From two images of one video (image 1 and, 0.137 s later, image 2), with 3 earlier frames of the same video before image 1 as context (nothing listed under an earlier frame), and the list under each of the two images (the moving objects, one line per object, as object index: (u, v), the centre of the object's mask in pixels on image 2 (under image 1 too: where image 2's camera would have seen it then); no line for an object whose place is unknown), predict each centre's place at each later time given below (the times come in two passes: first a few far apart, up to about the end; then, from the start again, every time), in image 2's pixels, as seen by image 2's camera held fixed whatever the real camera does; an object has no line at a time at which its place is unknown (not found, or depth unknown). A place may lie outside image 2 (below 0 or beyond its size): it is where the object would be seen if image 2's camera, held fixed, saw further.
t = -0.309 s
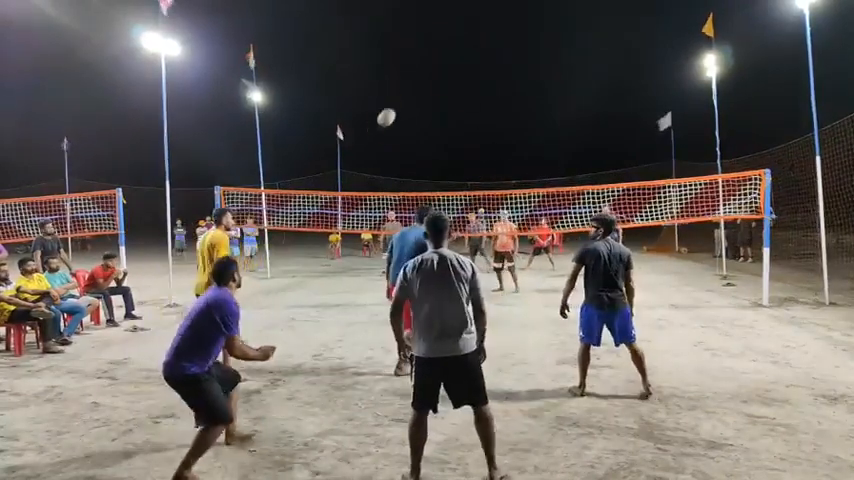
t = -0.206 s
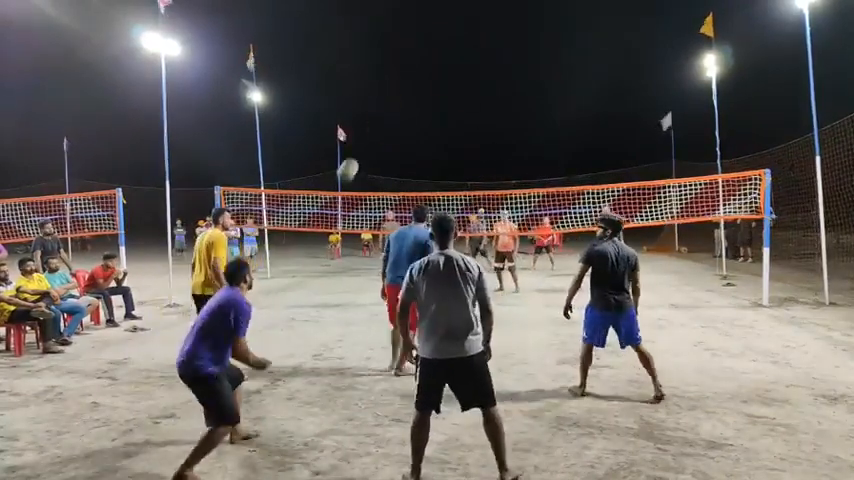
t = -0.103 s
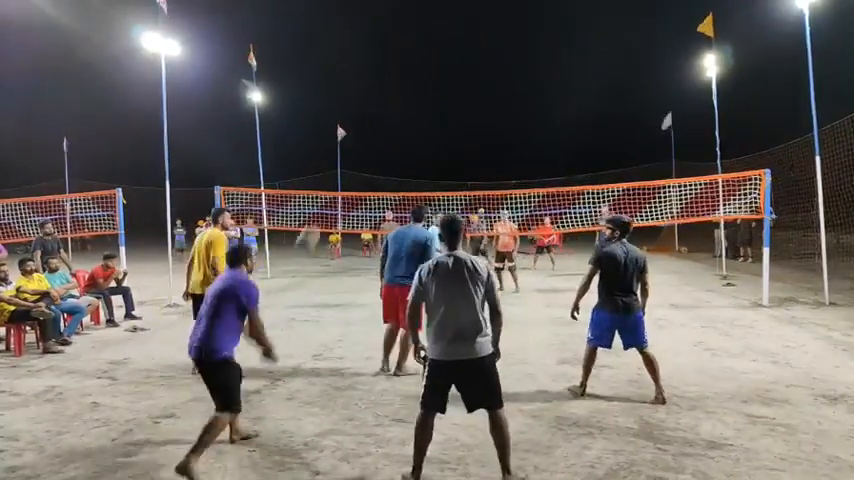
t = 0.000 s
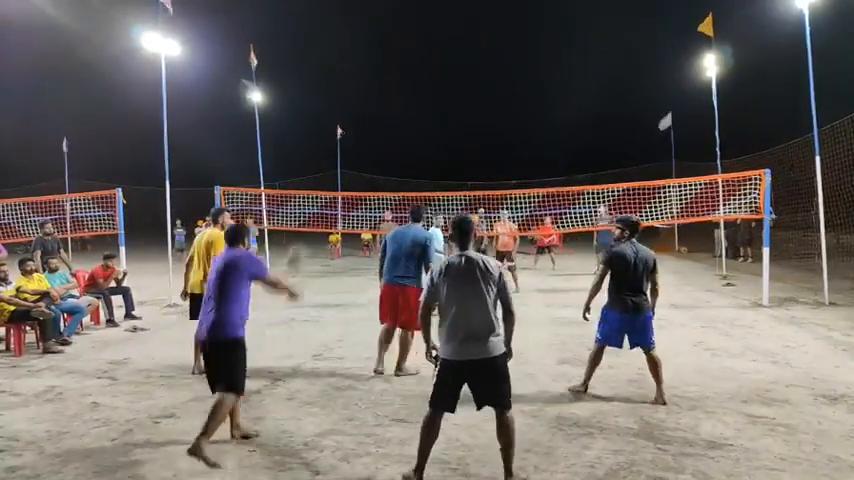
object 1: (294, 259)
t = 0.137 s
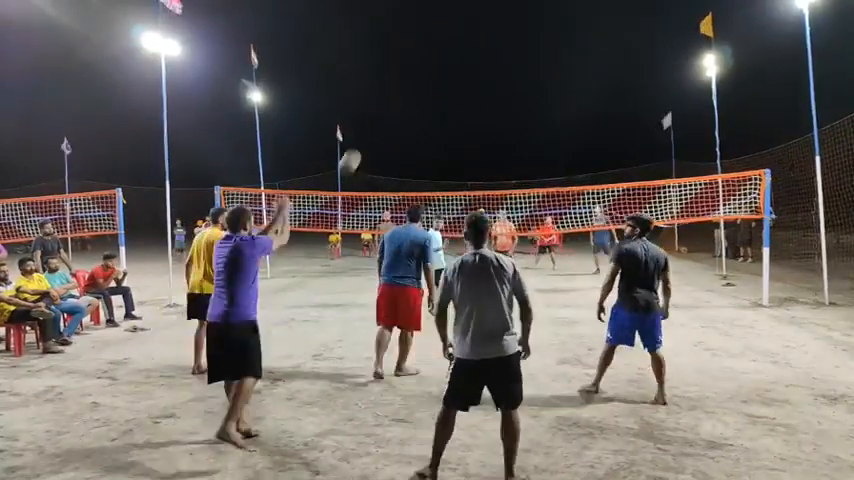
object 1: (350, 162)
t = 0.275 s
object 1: (389, 104)
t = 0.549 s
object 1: (447, 59)
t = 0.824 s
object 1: (486, 71)
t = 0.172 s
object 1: (361, 144)
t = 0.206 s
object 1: (371, 129)
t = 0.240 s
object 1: (380, 116)
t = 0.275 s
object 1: (389, 104)
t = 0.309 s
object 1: (397, 94)
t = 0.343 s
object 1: (406, 85)
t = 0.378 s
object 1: (413, 78)
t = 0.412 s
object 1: (421, 72)
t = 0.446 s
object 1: (428, 67)
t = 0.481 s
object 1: (434, 64)
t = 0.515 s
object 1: (441, 61)
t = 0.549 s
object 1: (447, 59)
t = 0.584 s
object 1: (453, 58)
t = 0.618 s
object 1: (458, 58)
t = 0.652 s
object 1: (463, 59)
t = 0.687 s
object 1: (468, 60)
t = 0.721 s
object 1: (473, 62)
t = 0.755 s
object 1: (477, 65)
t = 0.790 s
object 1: (482, 68)
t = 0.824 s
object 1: (486, 71)
